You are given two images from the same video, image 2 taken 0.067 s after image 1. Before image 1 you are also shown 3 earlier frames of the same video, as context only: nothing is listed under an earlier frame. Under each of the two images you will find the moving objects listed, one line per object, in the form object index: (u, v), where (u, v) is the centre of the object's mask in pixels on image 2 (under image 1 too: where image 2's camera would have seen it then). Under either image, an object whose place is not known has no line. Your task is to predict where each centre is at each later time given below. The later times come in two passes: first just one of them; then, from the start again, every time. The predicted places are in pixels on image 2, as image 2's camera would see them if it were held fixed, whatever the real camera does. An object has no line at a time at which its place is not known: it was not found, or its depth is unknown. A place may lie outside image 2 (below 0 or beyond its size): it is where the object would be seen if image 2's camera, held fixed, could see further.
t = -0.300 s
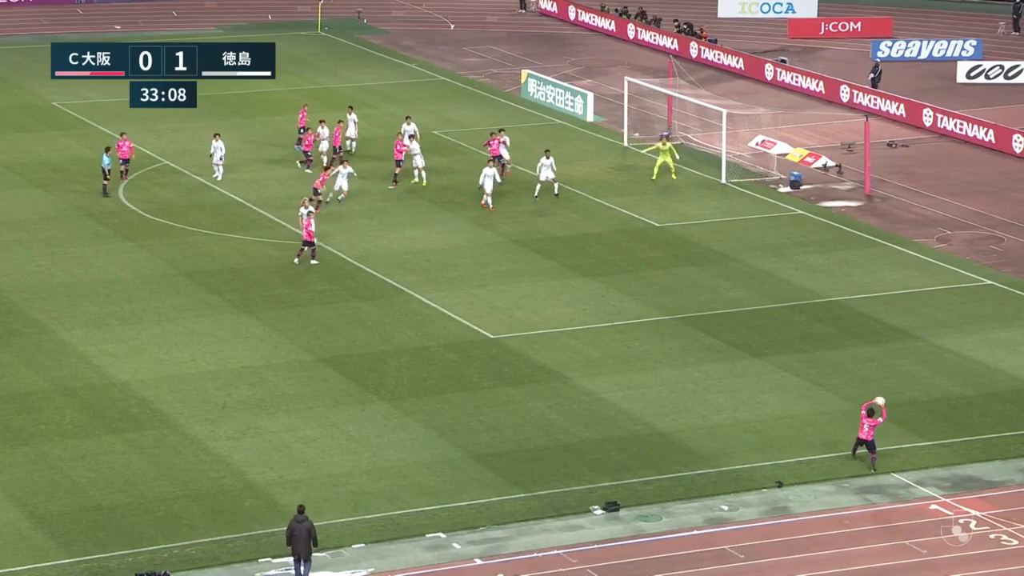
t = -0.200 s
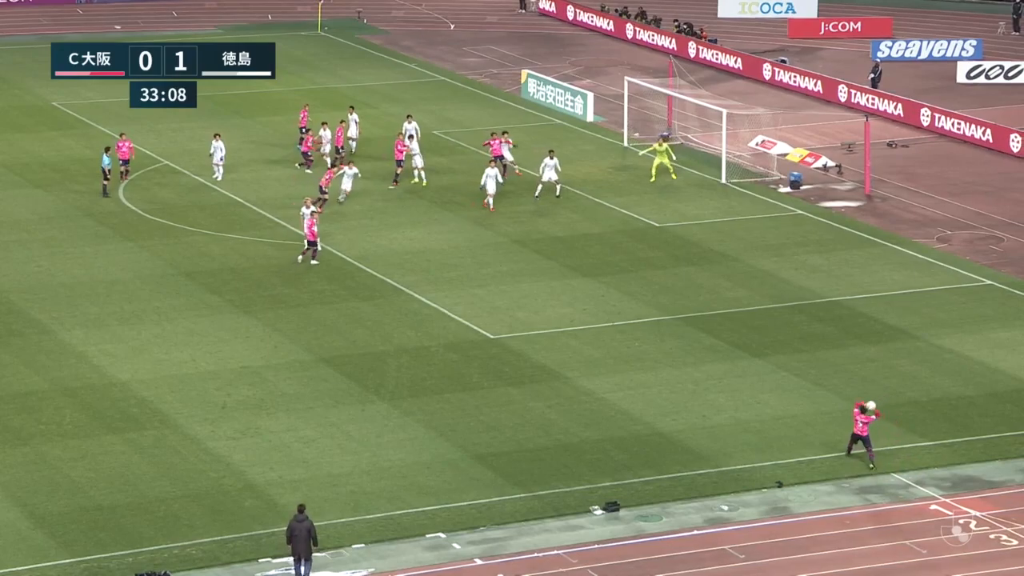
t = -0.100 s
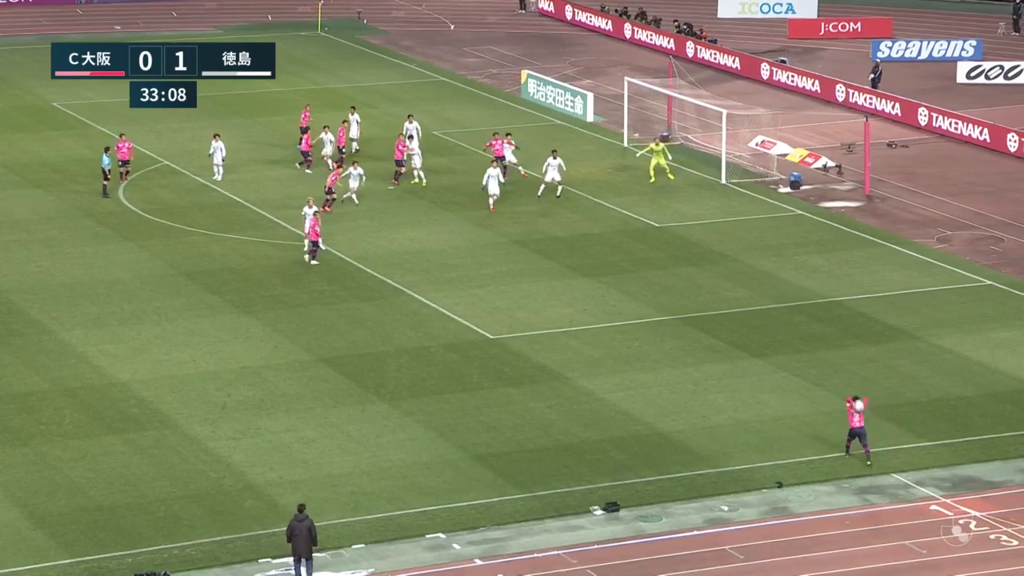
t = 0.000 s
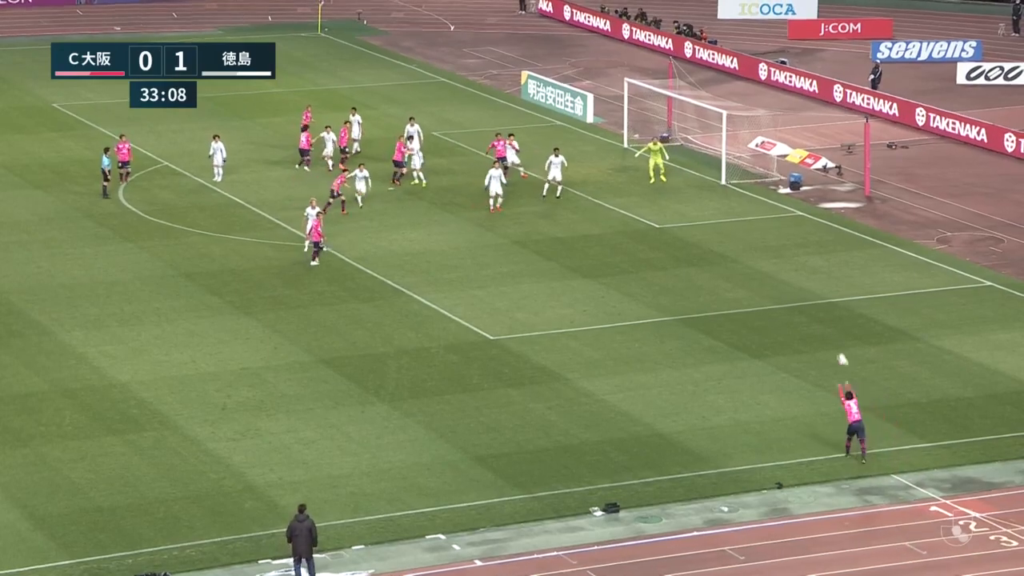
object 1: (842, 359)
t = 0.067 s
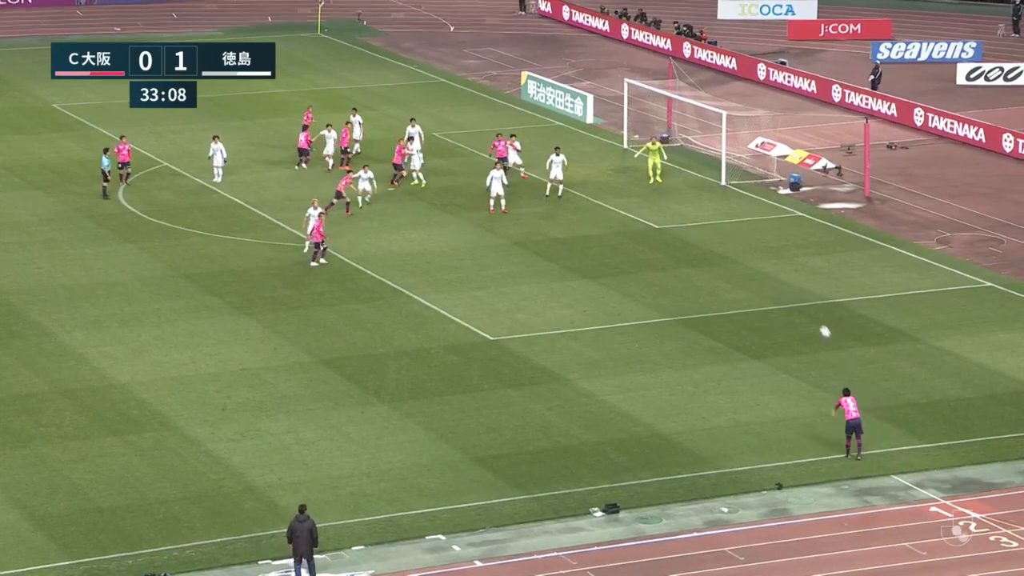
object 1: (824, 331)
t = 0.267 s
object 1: (778, 258)
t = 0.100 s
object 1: (816, 318)
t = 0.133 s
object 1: (807, 304)
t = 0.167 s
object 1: (800, 293)
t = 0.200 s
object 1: (792, 280)
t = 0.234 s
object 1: (785, 269)
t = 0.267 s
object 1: (778, 258)
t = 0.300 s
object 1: (771, 247)
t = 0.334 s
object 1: (766, 237)
